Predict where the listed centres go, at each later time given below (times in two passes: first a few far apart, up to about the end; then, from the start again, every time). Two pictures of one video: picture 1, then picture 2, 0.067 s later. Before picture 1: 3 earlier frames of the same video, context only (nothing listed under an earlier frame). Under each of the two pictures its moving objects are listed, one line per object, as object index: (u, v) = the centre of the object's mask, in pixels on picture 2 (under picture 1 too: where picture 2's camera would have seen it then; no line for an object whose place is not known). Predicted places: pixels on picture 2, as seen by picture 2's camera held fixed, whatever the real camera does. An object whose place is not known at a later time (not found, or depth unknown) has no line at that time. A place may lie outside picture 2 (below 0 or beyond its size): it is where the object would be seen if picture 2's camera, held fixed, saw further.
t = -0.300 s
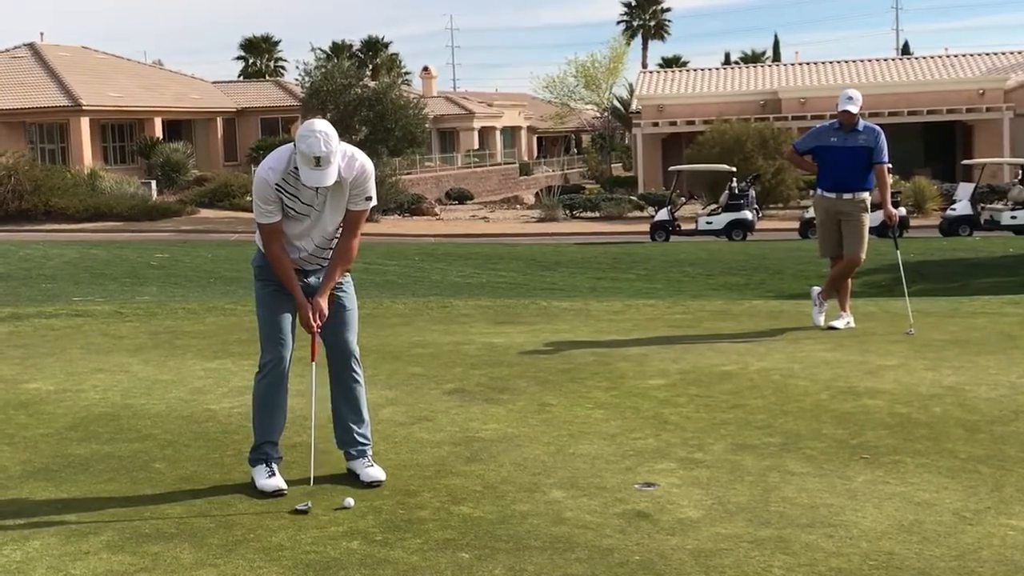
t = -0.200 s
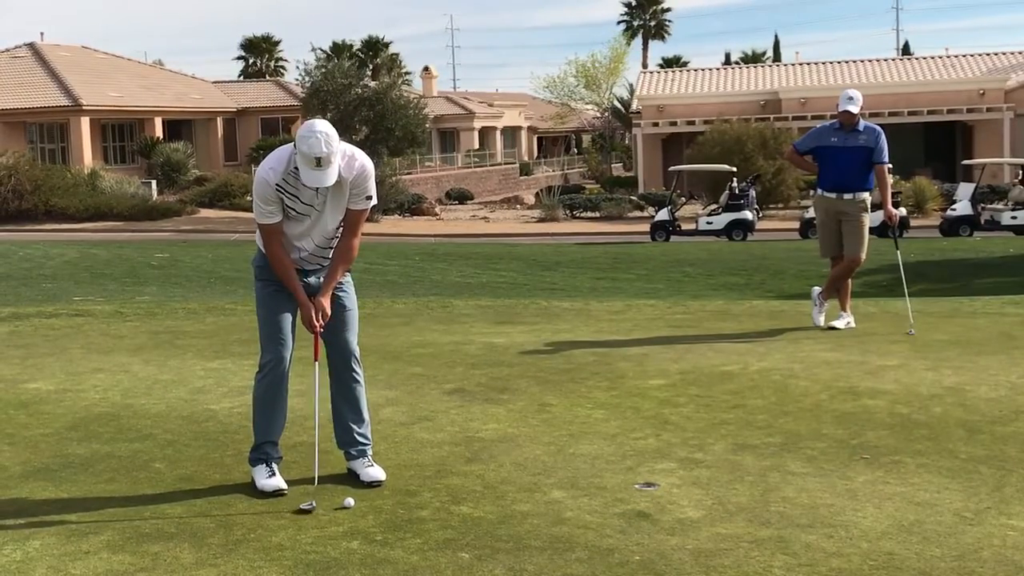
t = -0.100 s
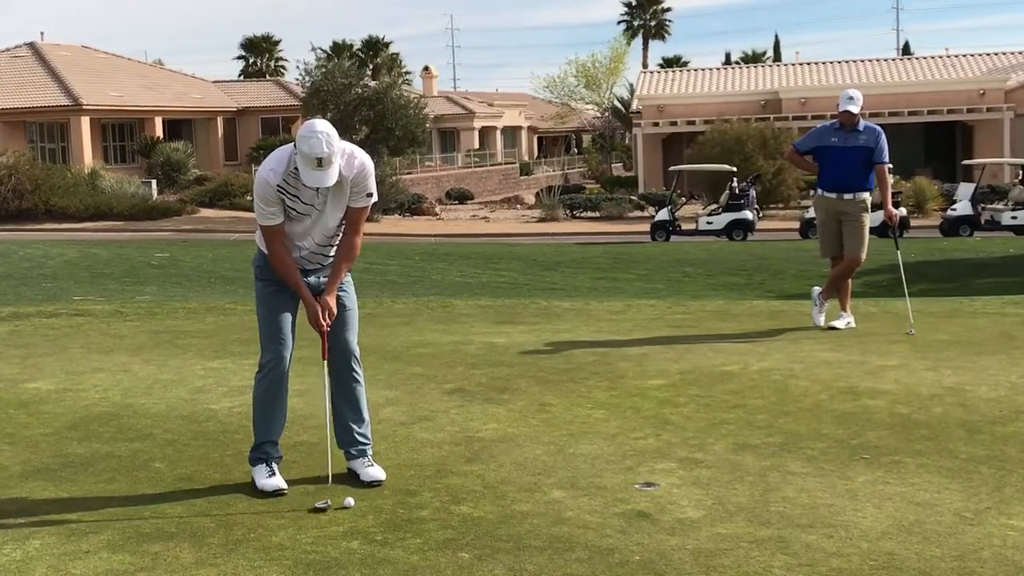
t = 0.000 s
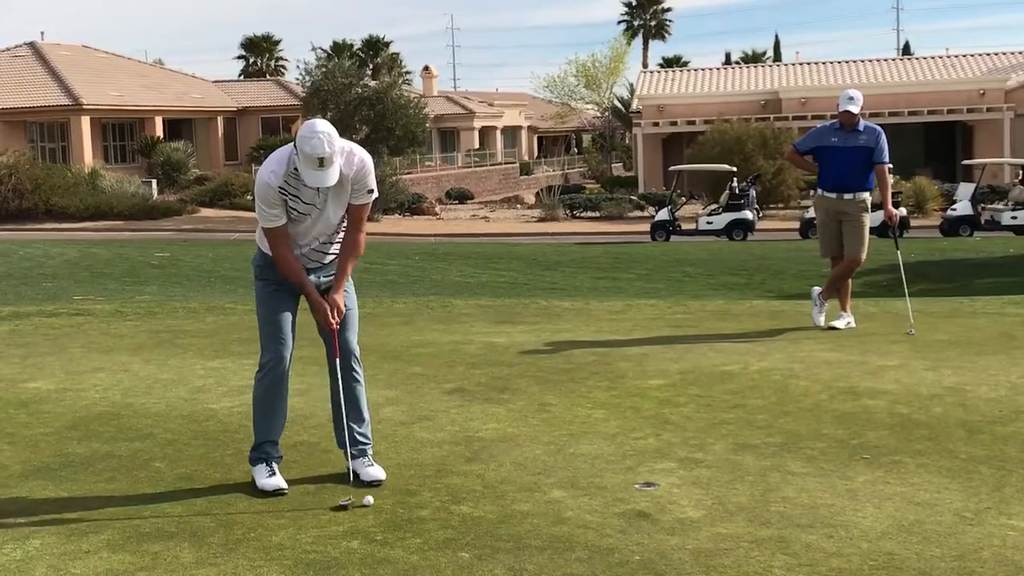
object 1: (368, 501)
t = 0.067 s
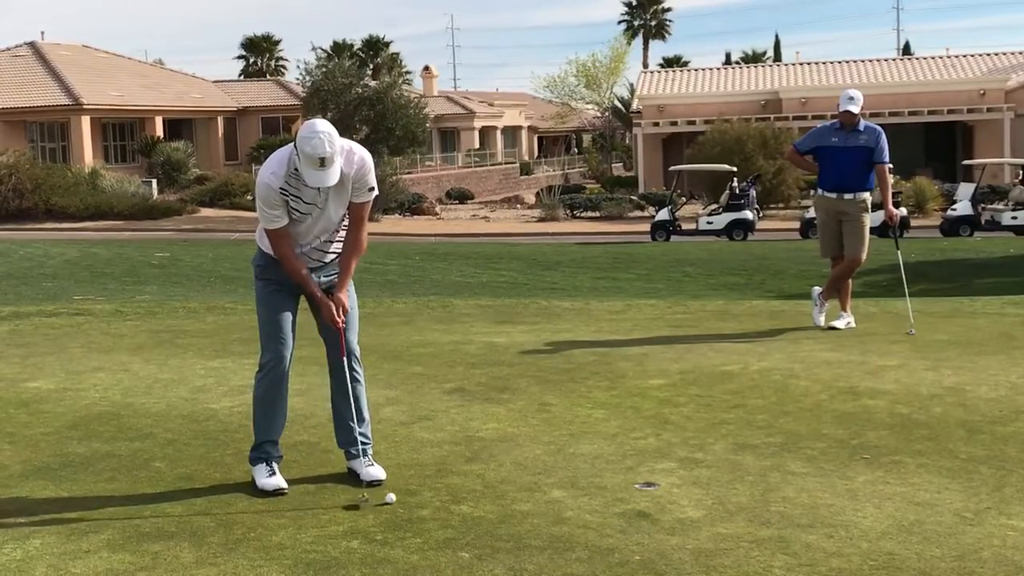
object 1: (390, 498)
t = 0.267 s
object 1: (448, 494)
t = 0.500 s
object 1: (510, 490)
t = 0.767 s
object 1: (575, 485)
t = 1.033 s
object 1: (632, 481)
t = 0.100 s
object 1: (400, 497)
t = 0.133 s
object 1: (410, 497)
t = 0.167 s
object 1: (420, 496)
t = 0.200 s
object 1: (429, 495)
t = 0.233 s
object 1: (439, 495)
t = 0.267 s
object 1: (448, 494)
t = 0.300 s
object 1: (458, 493)
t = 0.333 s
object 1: (467, 493)
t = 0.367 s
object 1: (476, 492)
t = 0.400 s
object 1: (485, 492)
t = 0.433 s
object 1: (493, 491)
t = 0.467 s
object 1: (502, 490)
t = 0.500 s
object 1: (510, 490)
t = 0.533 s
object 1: (519, 489)
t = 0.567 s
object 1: (528, 489)
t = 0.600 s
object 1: (536, 488)
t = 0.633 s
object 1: (544, 487)
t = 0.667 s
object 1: (552, 486)
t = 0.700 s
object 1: (560, 486)
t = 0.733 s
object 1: (568, 486)
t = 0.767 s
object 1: (575, 485)
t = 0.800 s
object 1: (583, 485)
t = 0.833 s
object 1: (591, 484)
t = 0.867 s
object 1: (598, 484)
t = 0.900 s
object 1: (605, 483)
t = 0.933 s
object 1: (612, 483)
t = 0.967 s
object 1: (619, 482)
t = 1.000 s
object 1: (626, 482)
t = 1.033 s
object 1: (632, 481)
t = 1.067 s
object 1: (639, 481)
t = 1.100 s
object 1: (646, 484)
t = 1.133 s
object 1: (654, 486)
